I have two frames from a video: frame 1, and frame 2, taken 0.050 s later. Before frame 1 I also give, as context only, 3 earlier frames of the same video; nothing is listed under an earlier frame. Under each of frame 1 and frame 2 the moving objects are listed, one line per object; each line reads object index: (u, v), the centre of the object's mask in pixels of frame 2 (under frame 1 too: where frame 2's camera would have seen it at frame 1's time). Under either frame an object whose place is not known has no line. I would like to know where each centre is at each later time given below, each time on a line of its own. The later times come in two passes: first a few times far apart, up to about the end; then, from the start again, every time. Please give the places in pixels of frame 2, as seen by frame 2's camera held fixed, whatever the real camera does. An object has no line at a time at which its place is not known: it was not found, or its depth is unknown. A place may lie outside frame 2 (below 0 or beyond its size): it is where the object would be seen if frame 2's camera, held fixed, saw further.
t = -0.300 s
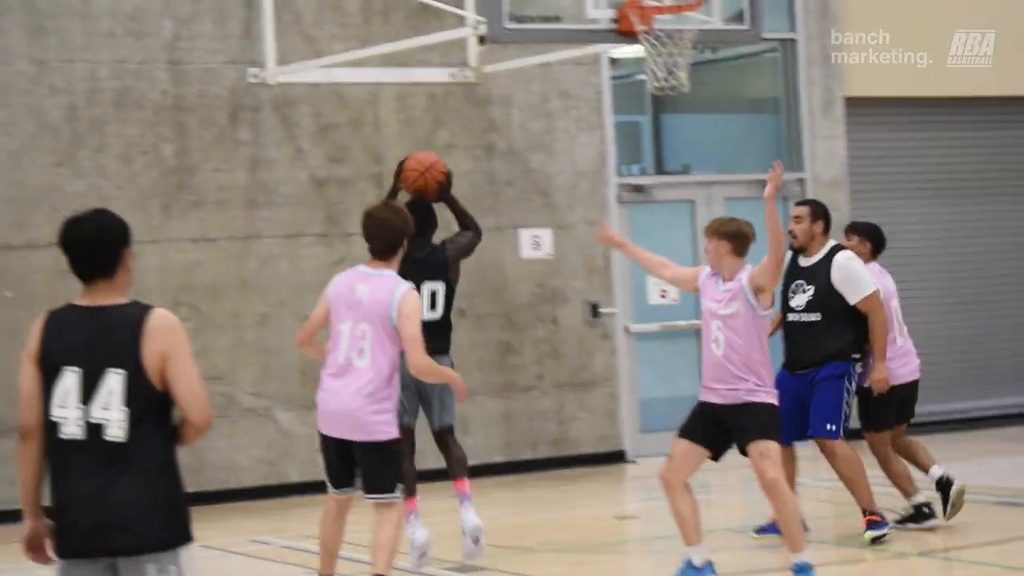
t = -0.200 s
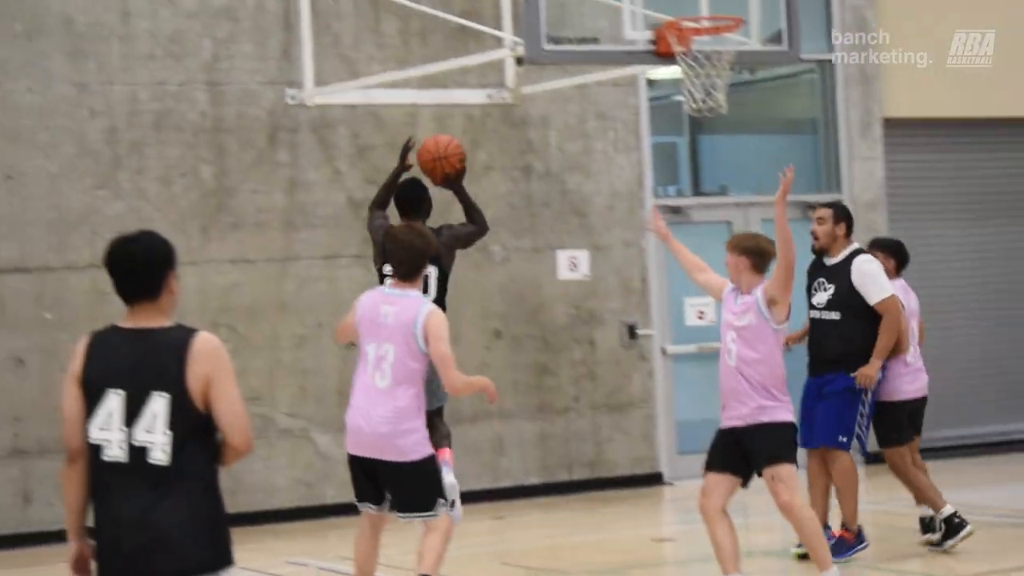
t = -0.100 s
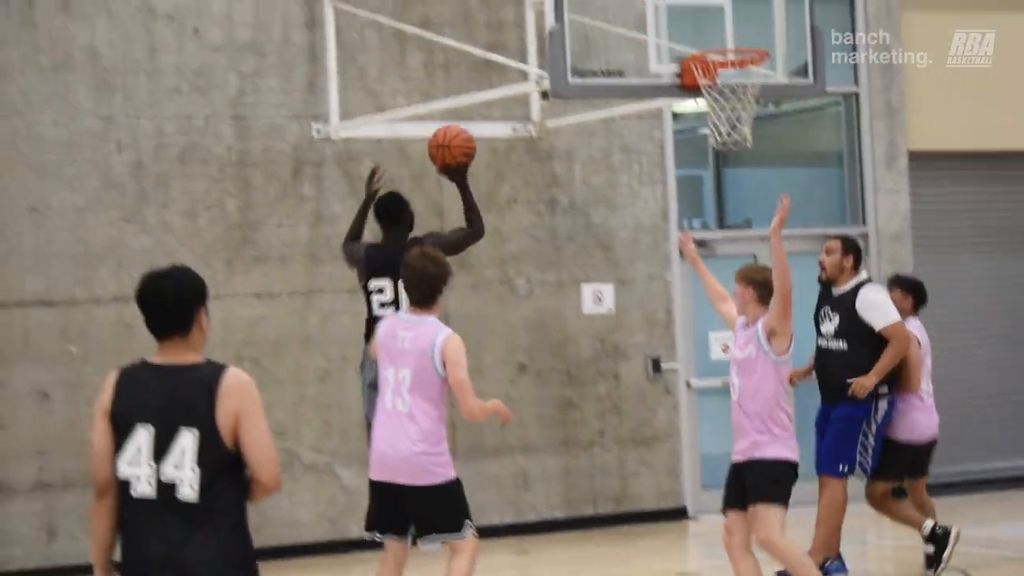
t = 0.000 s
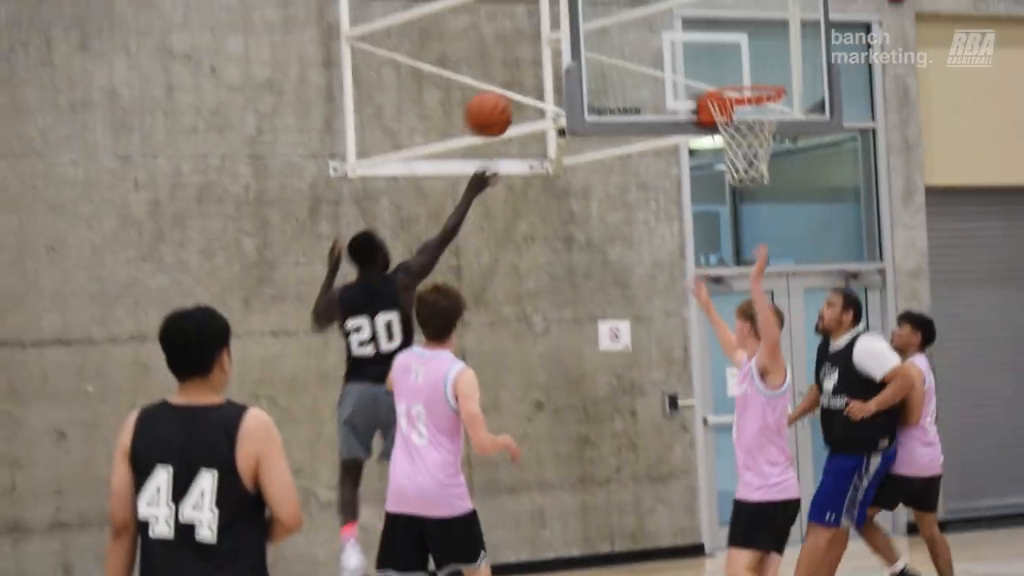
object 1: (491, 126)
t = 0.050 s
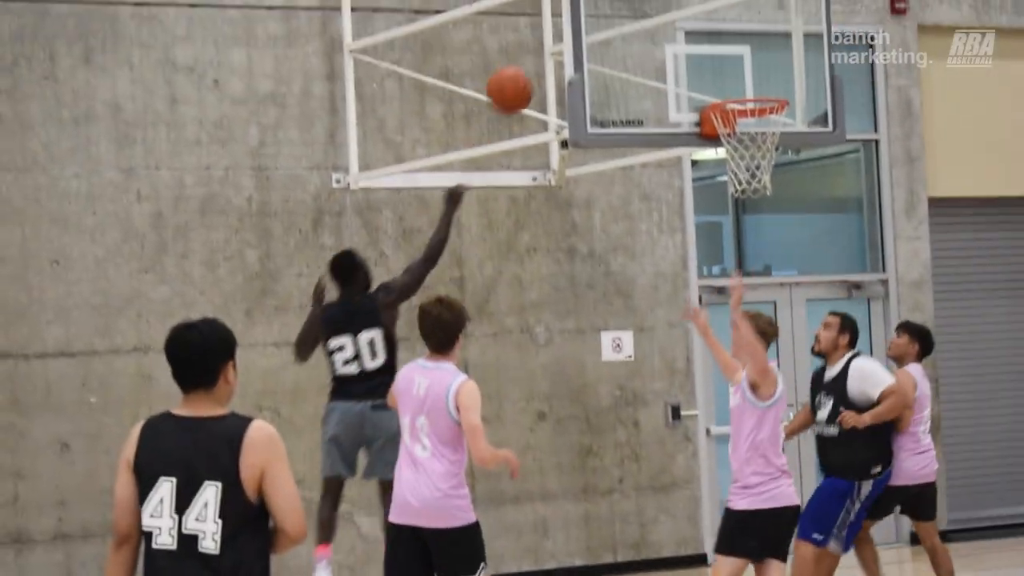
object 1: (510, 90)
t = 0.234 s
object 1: (574, 1)
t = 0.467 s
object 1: (653, -15)
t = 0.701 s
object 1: (729, 55)
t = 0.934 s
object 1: (740, 148)
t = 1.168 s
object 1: (732, 176)
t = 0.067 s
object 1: (515, 79)
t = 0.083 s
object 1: (521, 69)
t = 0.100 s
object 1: (526, 59)
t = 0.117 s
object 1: (532, 50)
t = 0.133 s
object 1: (538, 41)
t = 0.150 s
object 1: (544, 34)
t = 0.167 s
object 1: (550, 26)
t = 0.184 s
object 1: (556, 19)
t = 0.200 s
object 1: (562, 13)
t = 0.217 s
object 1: (568, 8)
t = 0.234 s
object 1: (574, 1)
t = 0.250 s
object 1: (579, -2)
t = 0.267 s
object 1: (585, -5)
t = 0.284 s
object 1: (591, -8)
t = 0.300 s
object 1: (597, -10)
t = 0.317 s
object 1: (603, -11)
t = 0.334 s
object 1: (607, -13)
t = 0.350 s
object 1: (613, -14)
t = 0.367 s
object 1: (619, -15)
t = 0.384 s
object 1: (624, -16)
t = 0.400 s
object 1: (630, -16)
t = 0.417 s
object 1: (636, -16)
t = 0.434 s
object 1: (641, -16)
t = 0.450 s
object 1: (647, -16)
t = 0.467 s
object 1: (653, -15)
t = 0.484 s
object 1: (658, -14)
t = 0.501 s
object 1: (664, -12)
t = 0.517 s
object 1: (669, -10)
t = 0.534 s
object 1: (674, -7)
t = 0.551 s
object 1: (680, -2)
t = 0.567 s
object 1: (686, 2)
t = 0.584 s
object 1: (691, 7)
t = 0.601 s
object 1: (697, 12)
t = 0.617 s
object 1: (702, 19)
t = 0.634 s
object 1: (708, 25)
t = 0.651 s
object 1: (713, 31)
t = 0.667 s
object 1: (718, 38)
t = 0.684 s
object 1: (723, 46)
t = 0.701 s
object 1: (729, 55)
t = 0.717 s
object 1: (734, 63)
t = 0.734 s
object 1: (740, 72)
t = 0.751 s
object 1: (746, 80)
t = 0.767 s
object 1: (750, 86)
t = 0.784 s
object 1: (757, 100)
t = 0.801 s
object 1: (756, 108)
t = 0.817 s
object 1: (758, 116)
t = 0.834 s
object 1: (753, 120)
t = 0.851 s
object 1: (751, 129)
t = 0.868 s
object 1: (748, 136)
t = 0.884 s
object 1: (745, 142)
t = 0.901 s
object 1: (744, 148)
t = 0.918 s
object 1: (741, 148)
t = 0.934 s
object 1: (740, 148)
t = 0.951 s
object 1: (739, 149)
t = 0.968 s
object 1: (738, 148)
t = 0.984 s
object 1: (736, 148)
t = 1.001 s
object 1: (736, 149)
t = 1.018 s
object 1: (735, 160)
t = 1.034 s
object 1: (734, 160)
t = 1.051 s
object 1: (733, 160)
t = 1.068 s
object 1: (733, 161)
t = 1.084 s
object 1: (733, 162)
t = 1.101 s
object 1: (734, 164)
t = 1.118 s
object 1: (732, 166)
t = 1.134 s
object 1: (732, 169)
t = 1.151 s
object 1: (732, 172)
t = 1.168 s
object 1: (732, 176)
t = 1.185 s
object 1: (731, 184)
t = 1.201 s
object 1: (731, 191)
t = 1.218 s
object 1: (731, 197)
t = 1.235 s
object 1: (731, 203)
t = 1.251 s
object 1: (732, 209)
